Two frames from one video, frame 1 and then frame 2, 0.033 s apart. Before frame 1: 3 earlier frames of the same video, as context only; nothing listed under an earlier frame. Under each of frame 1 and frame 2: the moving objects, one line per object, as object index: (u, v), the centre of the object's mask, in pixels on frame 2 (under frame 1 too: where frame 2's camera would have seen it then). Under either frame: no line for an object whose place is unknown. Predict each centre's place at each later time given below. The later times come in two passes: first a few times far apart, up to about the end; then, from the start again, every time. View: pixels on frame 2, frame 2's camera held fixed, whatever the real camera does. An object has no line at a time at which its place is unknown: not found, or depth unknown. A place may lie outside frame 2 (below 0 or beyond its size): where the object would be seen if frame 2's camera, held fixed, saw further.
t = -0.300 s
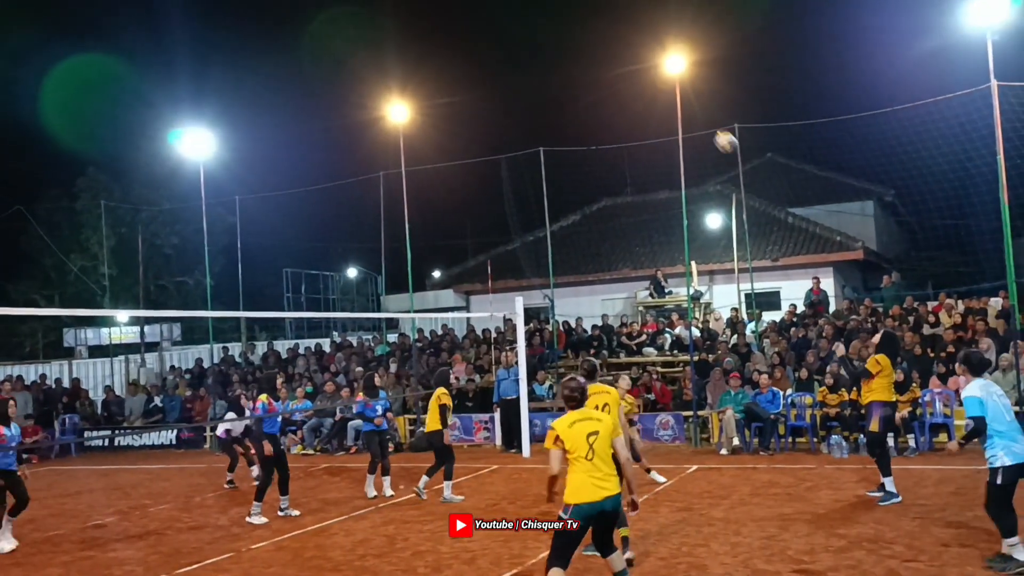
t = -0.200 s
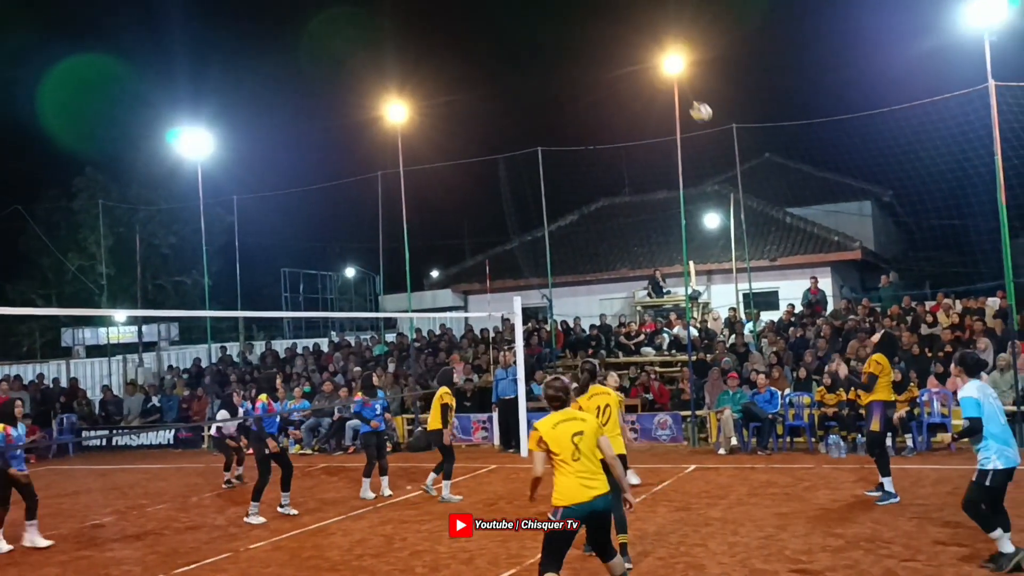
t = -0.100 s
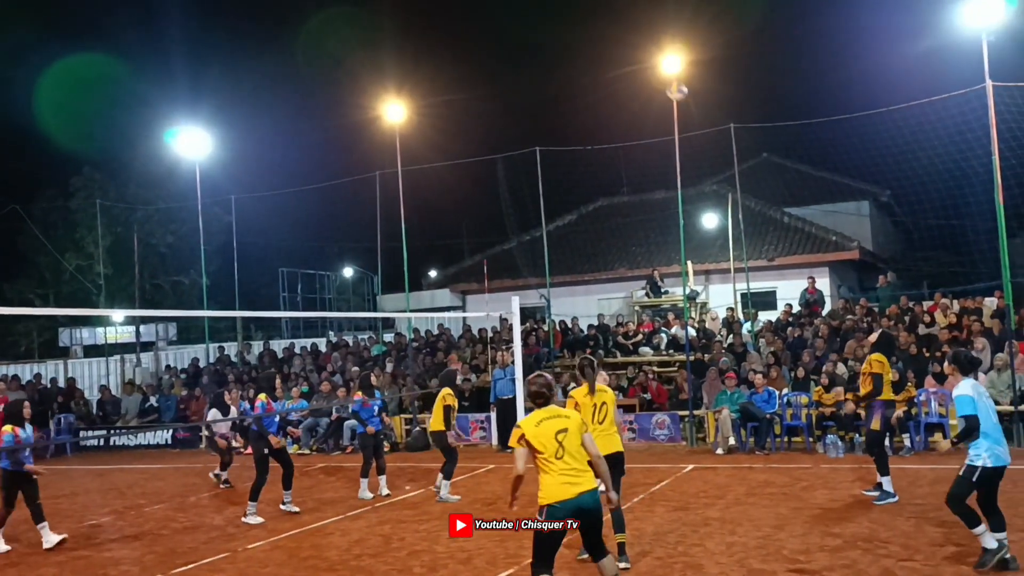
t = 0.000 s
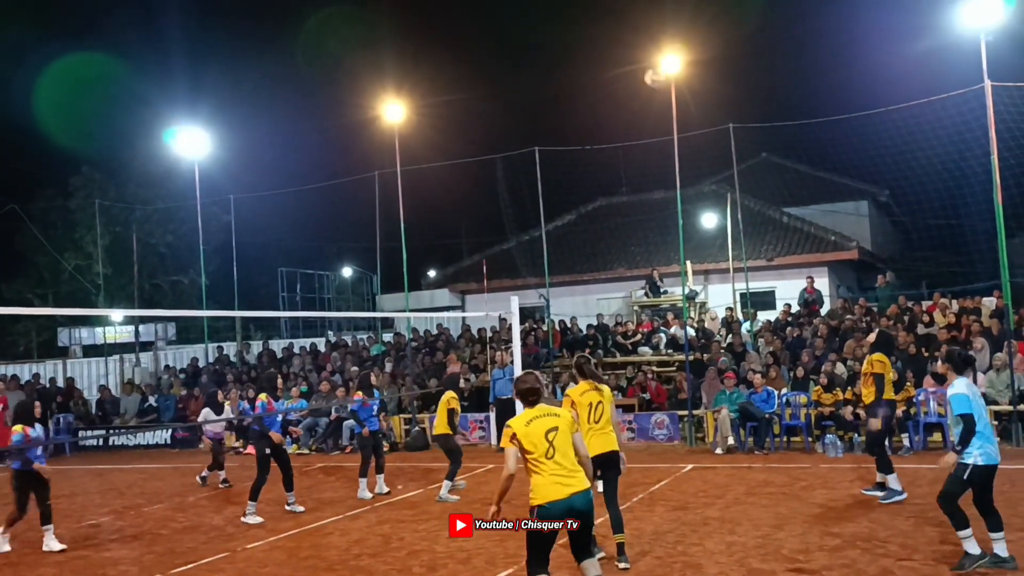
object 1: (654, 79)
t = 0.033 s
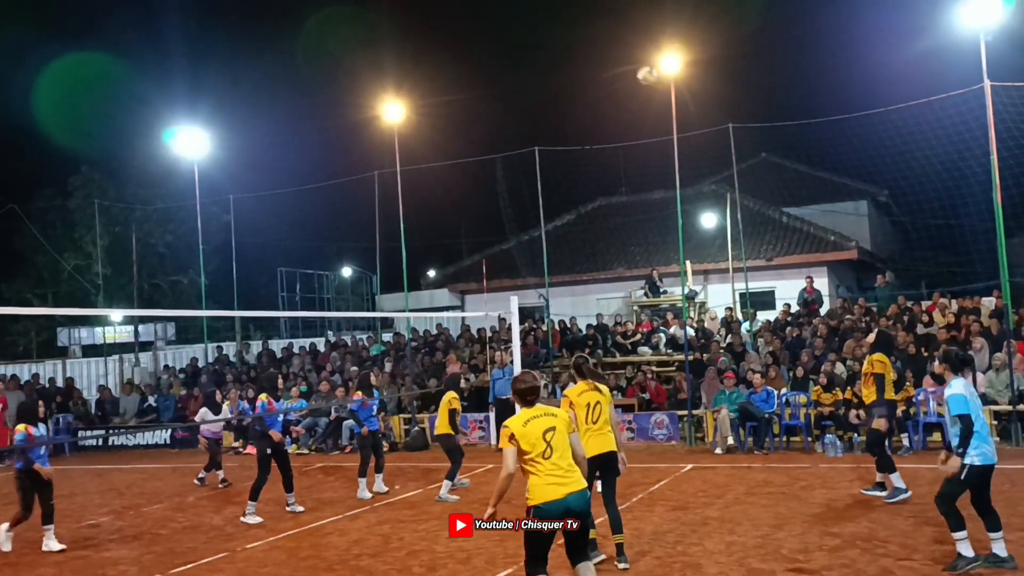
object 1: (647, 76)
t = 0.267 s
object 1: (601, 85)
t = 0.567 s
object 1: (550, 159)
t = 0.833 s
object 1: (508, 281)
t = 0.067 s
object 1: (640, 74)
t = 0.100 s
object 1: (634, 74)
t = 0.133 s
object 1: (627, 74)
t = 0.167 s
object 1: (620, 75)
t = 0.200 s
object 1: (614, 77)
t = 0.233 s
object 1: (608, 80)
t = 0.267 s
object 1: (601, 85)
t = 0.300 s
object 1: (595, 89)
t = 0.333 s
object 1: (589, 95)
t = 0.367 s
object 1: (583, 102)
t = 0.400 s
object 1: (578, 109)
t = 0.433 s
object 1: (572, 117)
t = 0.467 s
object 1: (566, 126)
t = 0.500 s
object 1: (561, 136)
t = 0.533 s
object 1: (555, 148)
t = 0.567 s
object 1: (550, 159)
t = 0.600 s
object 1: (544, 172)
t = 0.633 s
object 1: (539, 186)
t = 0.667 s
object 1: (534, 199)
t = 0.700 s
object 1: (528, 215)
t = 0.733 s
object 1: (523, 230)
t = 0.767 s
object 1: (518, 247)
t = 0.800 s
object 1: (513, 265)
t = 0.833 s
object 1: (508, 281)
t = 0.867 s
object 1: (504, 300)
